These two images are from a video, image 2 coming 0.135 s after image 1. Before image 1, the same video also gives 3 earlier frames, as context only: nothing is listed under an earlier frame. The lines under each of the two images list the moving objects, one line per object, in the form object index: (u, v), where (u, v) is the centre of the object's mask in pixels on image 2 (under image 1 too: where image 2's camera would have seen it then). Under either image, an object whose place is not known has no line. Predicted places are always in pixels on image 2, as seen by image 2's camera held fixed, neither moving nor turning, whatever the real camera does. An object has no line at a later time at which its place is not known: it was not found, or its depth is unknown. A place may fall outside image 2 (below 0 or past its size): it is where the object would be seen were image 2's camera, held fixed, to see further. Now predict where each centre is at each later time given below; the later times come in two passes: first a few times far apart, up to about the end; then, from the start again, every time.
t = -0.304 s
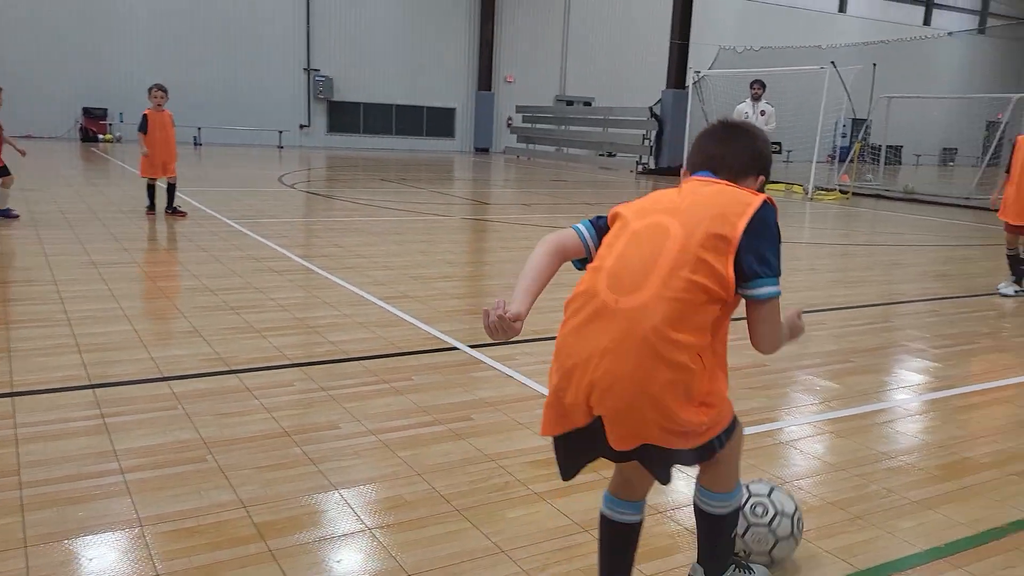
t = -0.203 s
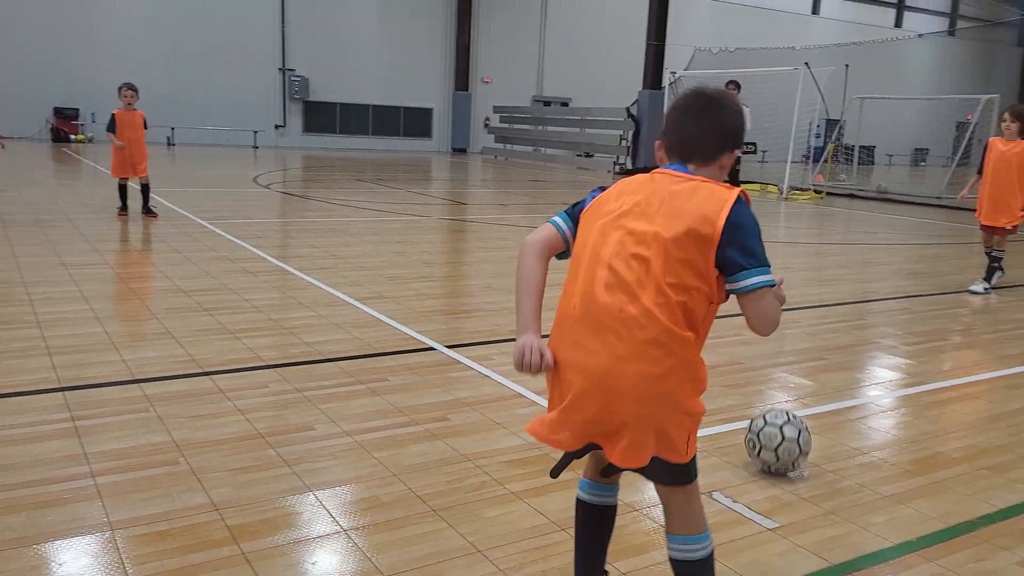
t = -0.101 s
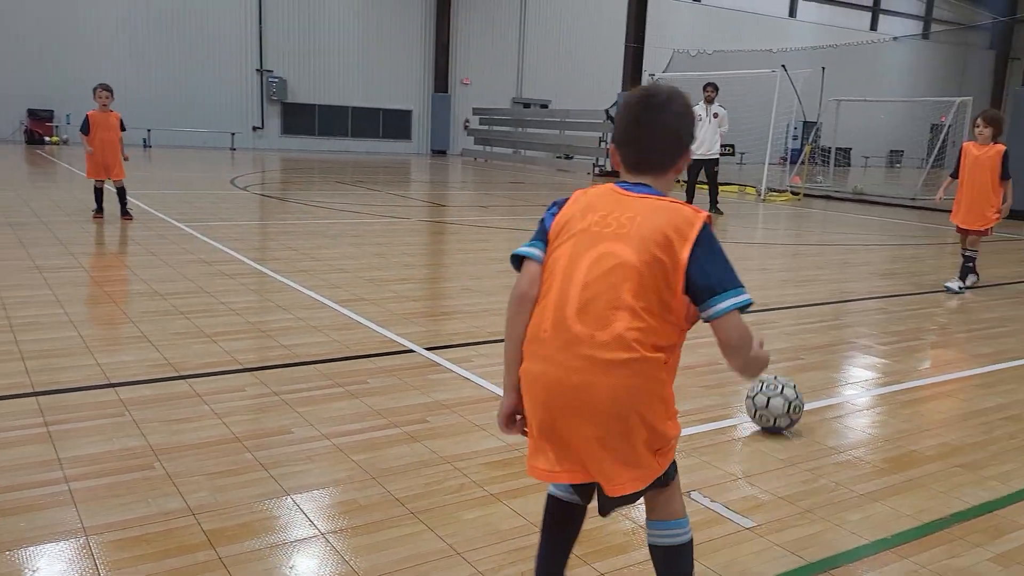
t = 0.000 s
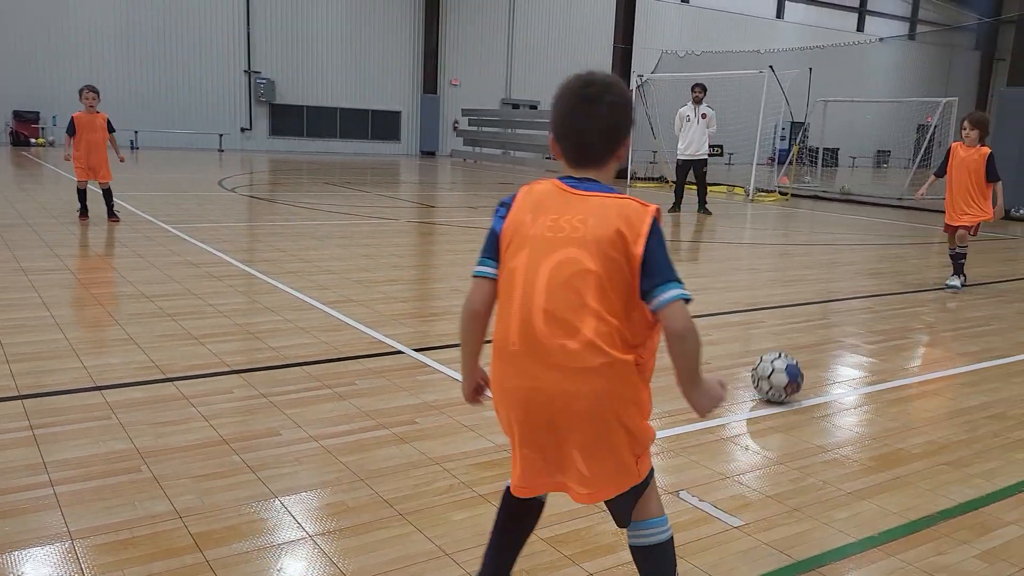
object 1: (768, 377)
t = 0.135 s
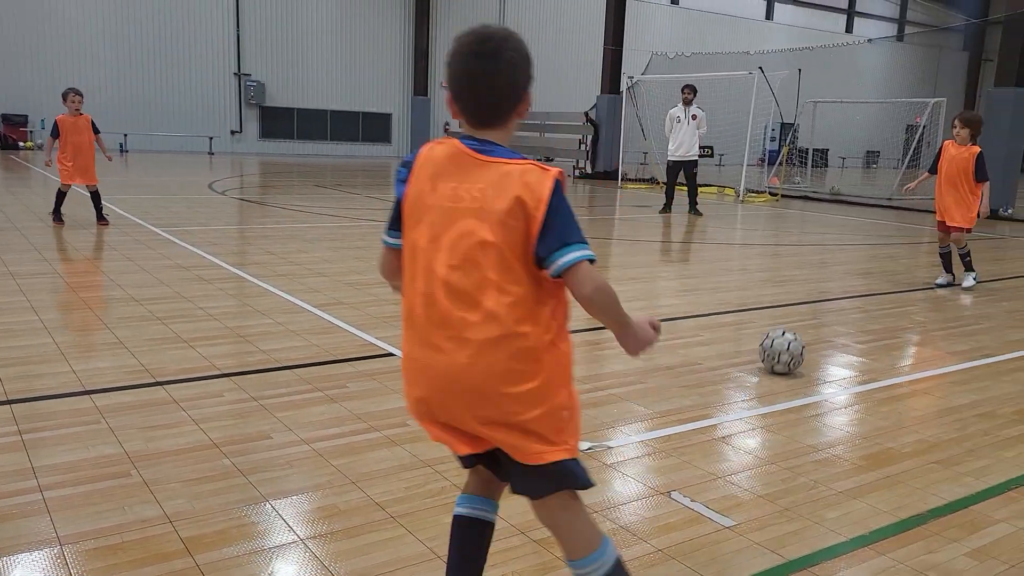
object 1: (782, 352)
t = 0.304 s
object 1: (794, 330)
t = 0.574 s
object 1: (808, 304)
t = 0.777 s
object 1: (815, 289)
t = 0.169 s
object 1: (784, 347)
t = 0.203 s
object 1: (787, 342)
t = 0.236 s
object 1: (790, 338)
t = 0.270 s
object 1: (792, 334)
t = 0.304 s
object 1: (794, 330)
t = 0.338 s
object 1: (796, 326)
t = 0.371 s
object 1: (798, 322)
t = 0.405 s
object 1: (800, 319)
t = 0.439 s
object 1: (801, 316)
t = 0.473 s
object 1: (803, 312)
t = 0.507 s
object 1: (805, 309)
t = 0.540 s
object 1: (807, 307)
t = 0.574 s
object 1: (808, 304)
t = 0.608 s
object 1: (810, 301)
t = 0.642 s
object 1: (810, 299)
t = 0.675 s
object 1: (812, 296)
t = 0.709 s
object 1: (813, 293)
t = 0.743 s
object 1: (814, 291)
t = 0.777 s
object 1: (815, 289)
